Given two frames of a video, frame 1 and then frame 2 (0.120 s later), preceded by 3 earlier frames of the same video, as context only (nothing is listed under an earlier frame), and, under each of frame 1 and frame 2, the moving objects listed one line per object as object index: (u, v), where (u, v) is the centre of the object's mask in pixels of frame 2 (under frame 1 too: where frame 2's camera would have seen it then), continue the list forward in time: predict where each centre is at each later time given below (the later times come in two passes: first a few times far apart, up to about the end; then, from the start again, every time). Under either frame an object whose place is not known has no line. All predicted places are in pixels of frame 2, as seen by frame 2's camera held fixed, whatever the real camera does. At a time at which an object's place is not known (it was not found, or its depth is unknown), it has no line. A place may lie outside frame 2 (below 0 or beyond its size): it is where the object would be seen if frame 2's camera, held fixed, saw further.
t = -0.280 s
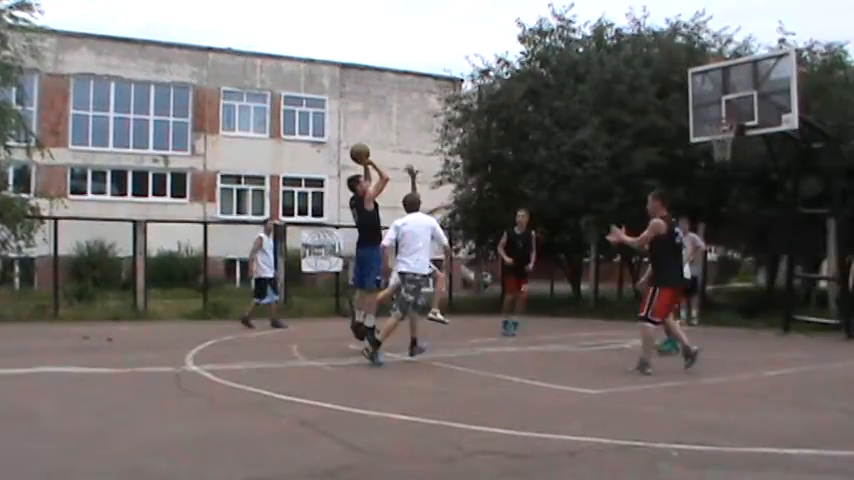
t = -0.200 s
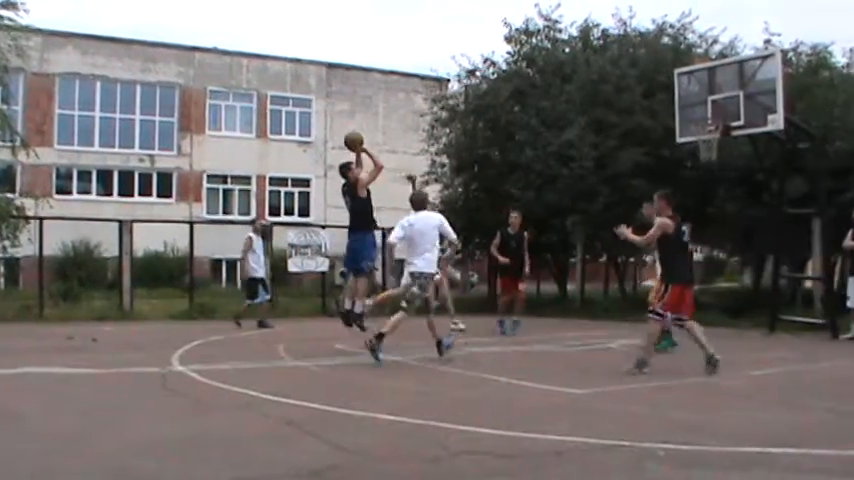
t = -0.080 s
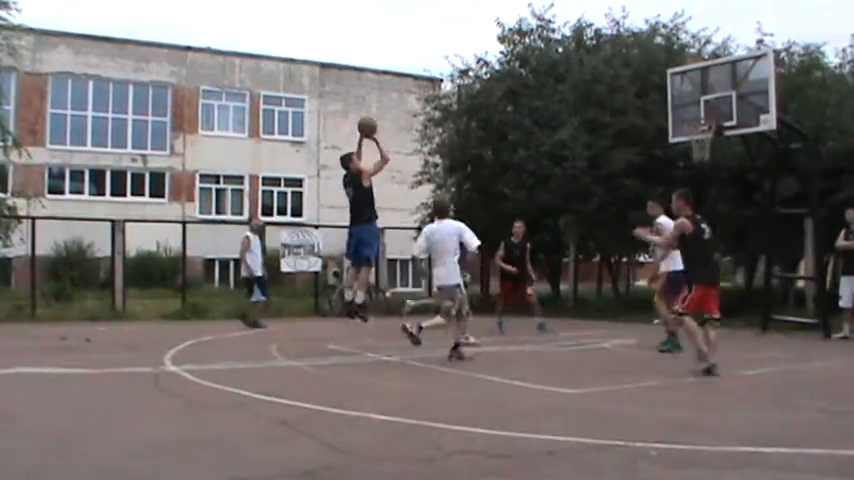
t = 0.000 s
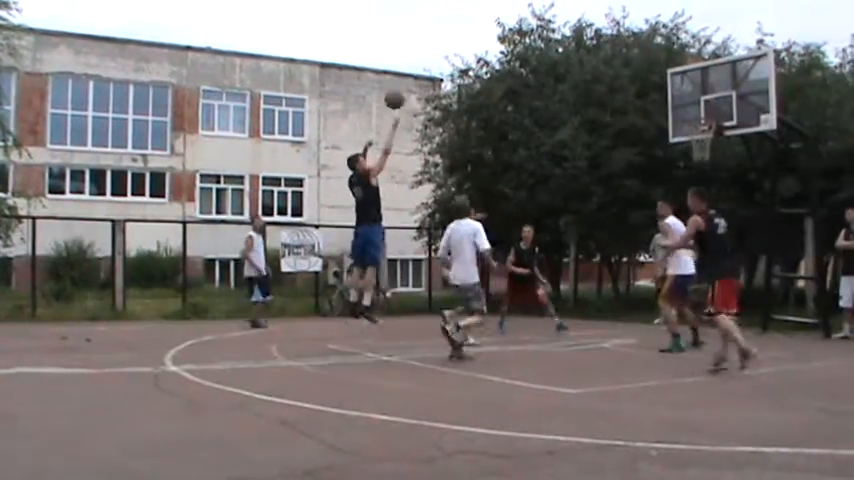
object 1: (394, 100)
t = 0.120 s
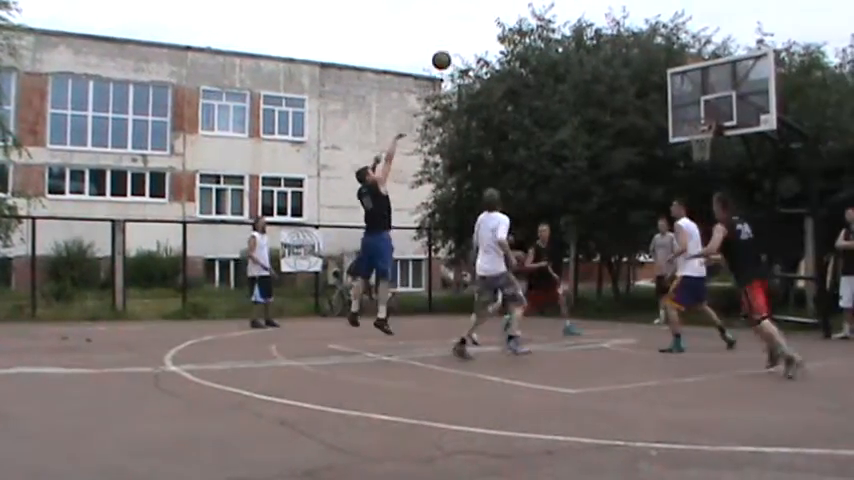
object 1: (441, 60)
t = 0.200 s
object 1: (471, 42)
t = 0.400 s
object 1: (543, 19)
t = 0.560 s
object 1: (597, 24)
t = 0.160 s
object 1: (456, 50)
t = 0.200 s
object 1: (471, 42)
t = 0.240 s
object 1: (486, 34)
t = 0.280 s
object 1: (500, 30)
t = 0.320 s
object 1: (515, 25)
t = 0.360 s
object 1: (529, 22)
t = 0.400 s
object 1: (543, 19)
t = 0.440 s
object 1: (556, 19)
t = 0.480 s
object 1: (570, 19)
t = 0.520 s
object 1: (583, 21)
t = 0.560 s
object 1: (597, 24)
